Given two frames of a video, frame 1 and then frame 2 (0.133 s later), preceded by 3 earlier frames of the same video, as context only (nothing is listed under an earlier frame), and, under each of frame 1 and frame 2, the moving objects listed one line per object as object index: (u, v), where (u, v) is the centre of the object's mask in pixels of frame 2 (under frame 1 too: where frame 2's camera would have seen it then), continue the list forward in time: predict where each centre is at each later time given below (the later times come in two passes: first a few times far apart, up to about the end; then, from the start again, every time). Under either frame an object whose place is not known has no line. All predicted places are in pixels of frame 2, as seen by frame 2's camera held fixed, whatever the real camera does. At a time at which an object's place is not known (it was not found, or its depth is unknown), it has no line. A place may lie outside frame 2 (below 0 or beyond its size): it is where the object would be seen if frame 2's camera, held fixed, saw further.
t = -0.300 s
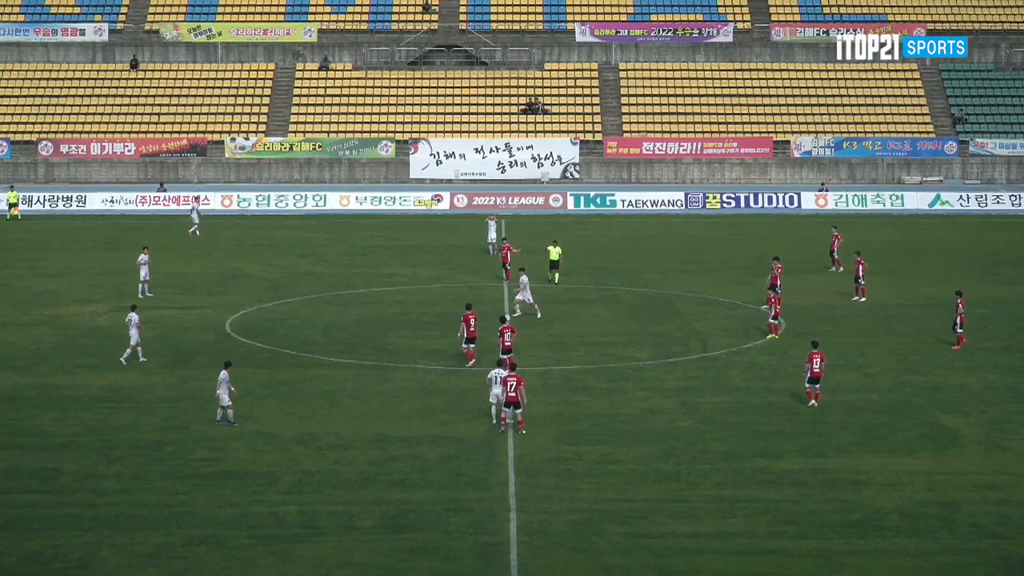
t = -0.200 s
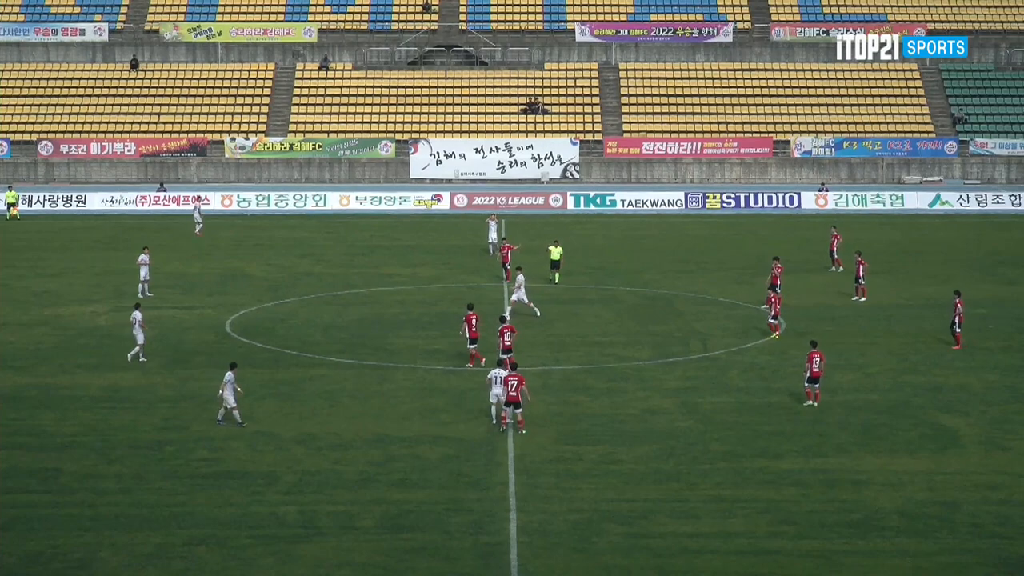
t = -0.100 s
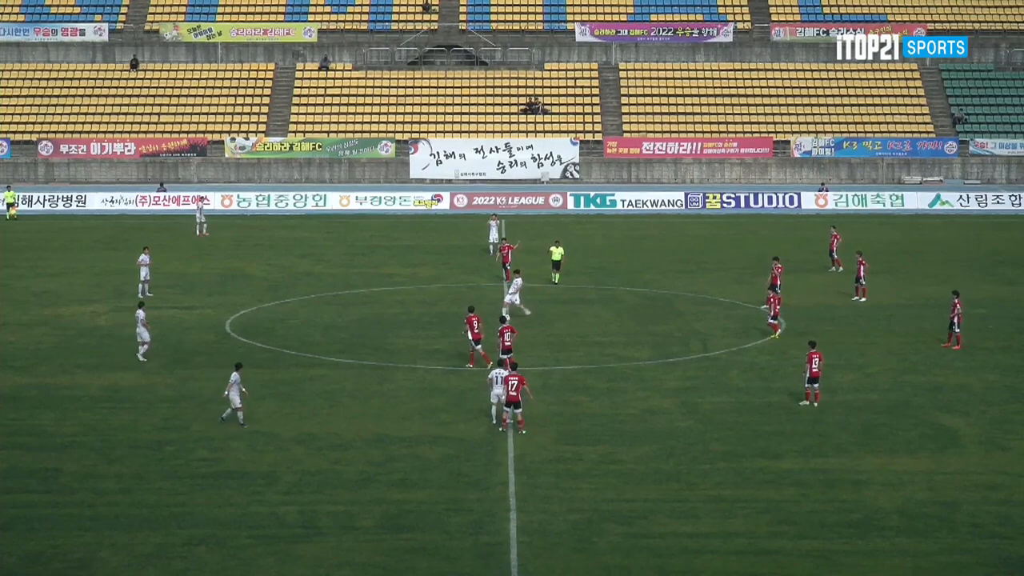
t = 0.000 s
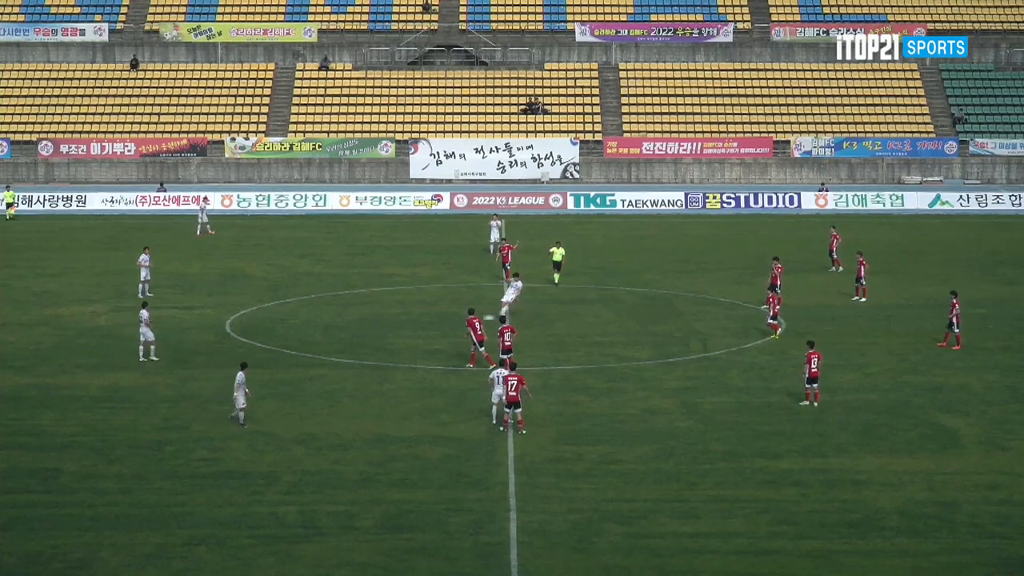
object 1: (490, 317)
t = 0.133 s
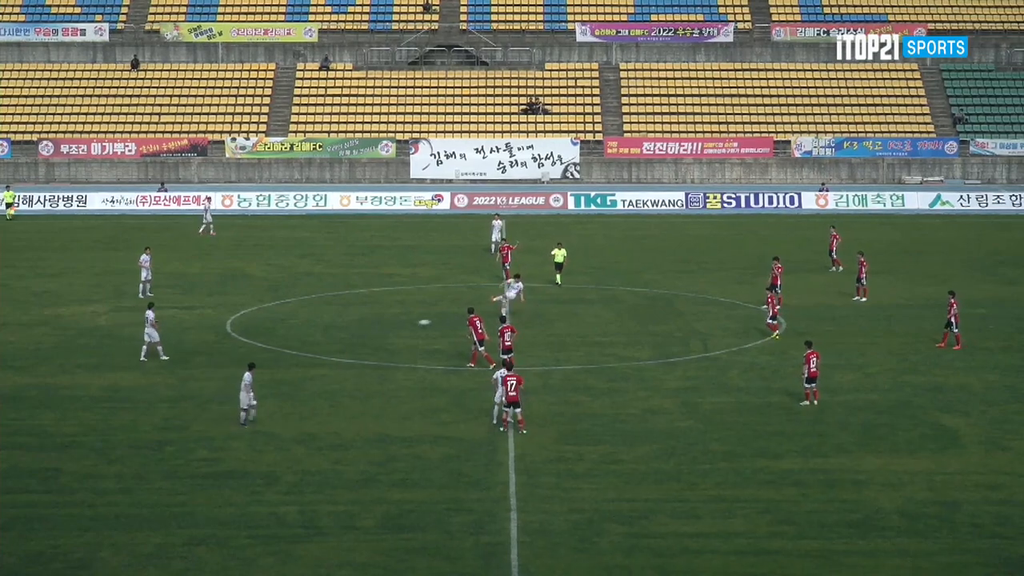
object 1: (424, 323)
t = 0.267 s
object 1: (358, 331)
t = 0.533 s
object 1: (234, 340)
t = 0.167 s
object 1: (408, 325)
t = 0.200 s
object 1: (391, 327)
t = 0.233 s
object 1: (374, 329)
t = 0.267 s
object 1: (358, 331)
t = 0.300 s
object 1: (343, 331)
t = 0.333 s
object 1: (327, 333)
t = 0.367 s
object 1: (311, 334)
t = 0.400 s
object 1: (295, 335)
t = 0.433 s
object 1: (279, 337)
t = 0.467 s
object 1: (263, 339)
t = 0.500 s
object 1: (248, 339)
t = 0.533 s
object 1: (234, 340)
